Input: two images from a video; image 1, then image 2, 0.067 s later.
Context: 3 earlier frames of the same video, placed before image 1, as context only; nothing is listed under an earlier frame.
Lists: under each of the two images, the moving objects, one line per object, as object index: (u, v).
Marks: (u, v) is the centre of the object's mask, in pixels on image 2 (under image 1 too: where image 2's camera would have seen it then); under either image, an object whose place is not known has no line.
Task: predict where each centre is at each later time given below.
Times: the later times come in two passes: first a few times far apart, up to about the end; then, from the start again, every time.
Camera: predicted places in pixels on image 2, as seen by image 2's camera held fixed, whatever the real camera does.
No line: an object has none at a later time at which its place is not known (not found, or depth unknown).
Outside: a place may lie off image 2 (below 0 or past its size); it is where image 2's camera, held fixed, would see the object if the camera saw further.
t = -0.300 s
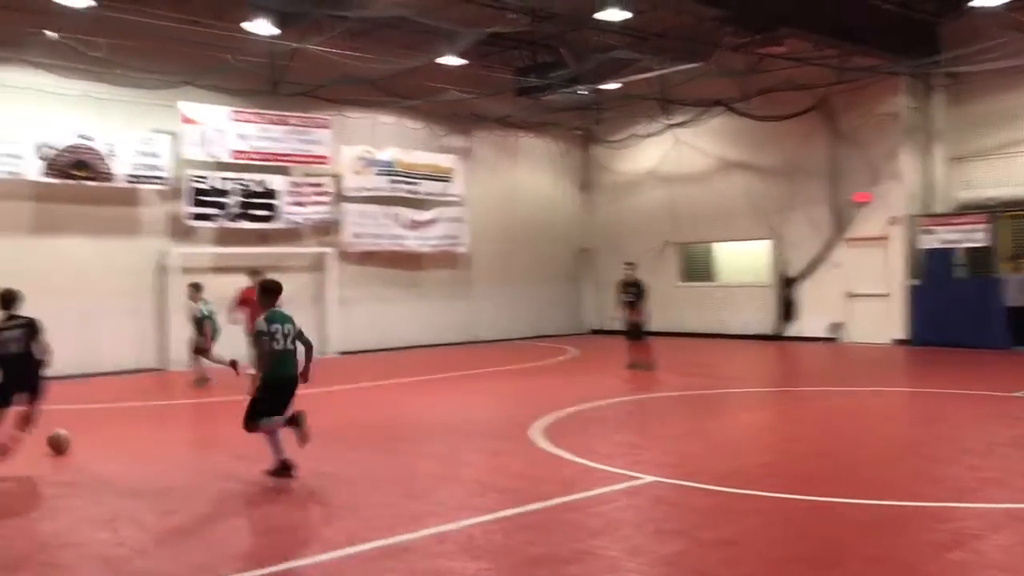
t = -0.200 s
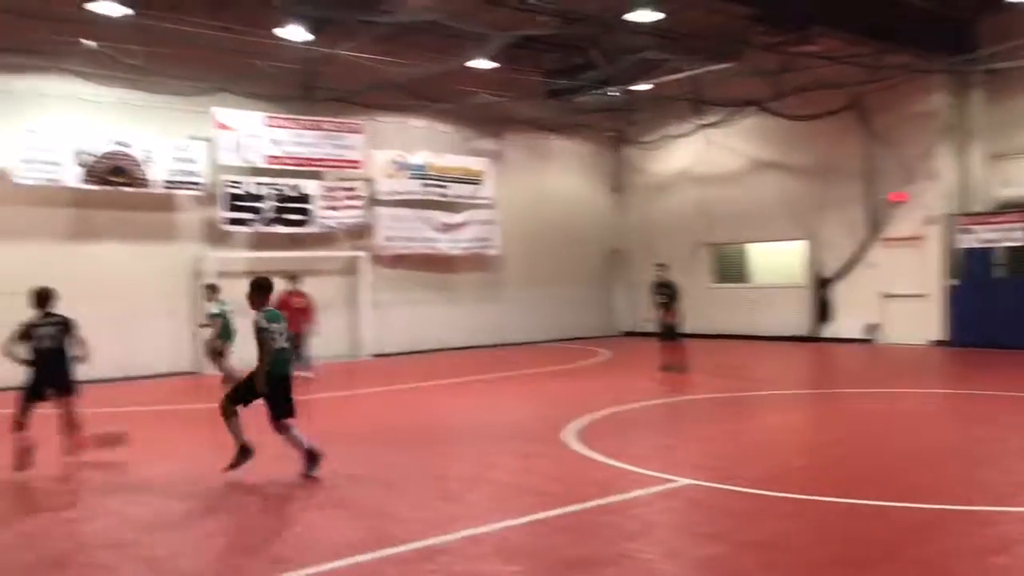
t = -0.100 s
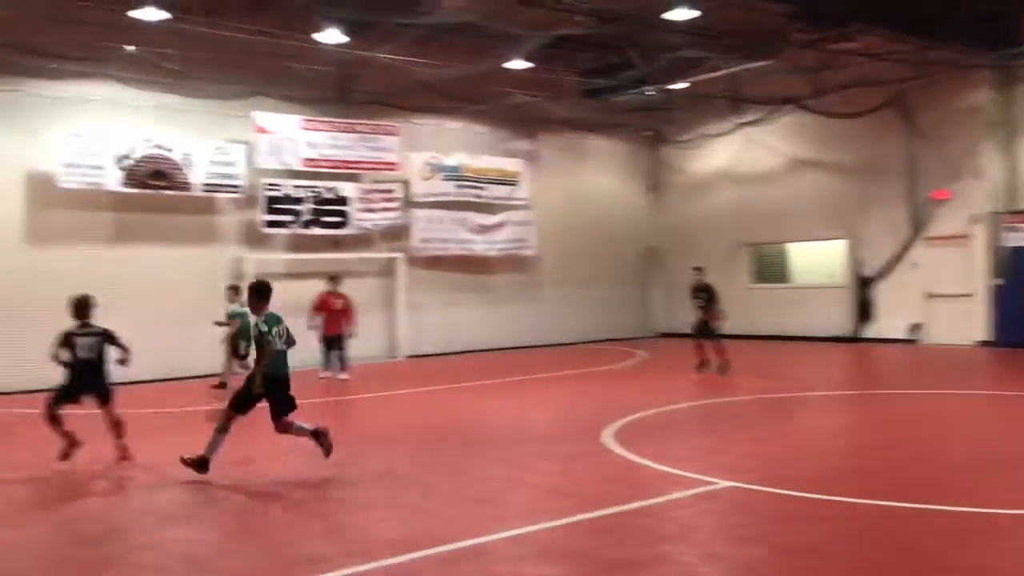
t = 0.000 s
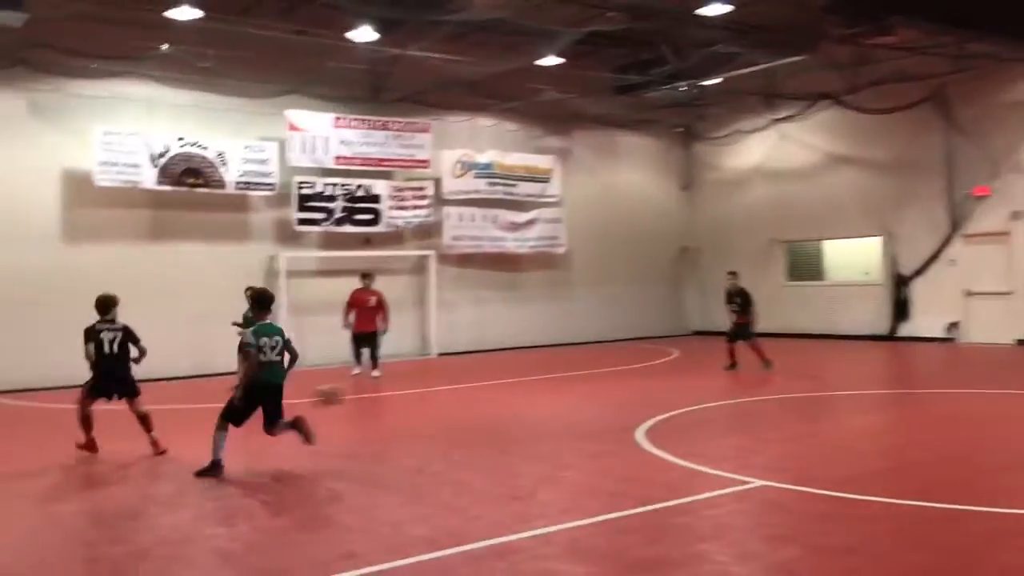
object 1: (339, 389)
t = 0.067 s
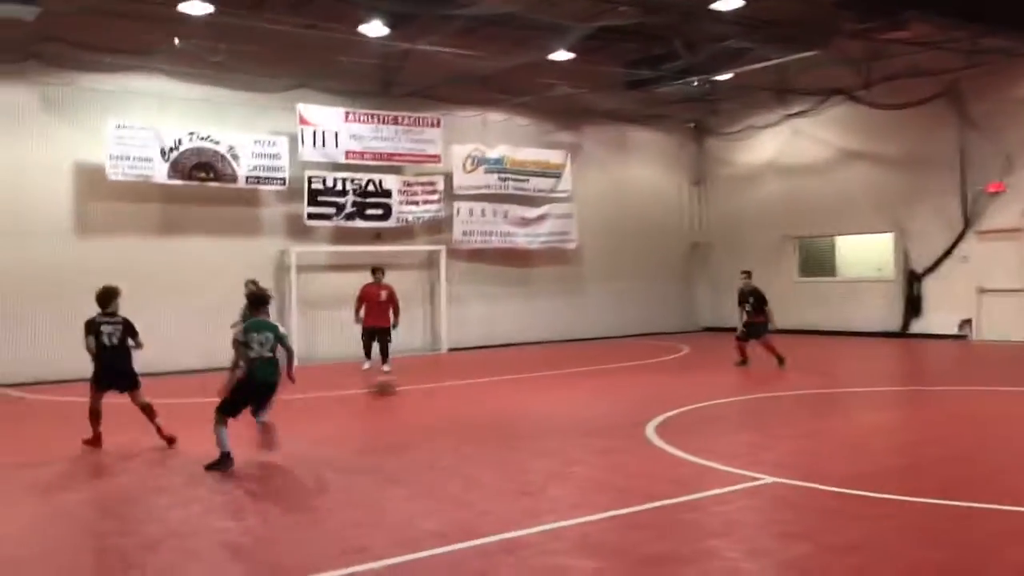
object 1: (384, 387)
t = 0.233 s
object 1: (492, 403)
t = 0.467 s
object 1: (618, 407)
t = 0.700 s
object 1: (734, 414)
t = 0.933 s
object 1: (850, 416)
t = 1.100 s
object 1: (936, 419)
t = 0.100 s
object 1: (408, 388)
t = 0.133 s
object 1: (428, 390)
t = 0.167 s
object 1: (451, 394)
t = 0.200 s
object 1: (471, 398)
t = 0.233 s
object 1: (492, 403)
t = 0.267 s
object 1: (513, 411)
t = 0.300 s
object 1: (534, 419)
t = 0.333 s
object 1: (553, 418)
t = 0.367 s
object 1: (568, 413)
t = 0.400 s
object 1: (585, 409)
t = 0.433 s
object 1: (602, 408)
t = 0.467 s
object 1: (618, 407)
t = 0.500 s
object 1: (634, 407)
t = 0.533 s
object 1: (651, 408)
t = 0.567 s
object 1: (668, 411)
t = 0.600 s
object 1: (685, 416)
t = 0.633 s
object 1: (702, 420)
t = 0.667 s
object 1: (718, 416)
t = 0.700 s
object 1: (734, 414)
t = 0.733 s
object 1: (750, 414)
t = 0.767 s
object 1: (767, 414)
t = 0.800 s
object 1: (783, 416)
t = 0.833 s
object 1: (800, 419)
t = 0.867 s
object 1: (816, 417)
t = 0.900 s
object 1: (833, 416)
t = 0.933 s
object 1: (850, 416)
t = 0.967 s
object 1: (867, 418)
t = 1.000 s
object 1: (883, 421)
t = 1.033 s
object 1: (901, 421)
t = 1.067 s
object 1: (918, 419)
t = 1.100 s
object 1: (936, 419)
